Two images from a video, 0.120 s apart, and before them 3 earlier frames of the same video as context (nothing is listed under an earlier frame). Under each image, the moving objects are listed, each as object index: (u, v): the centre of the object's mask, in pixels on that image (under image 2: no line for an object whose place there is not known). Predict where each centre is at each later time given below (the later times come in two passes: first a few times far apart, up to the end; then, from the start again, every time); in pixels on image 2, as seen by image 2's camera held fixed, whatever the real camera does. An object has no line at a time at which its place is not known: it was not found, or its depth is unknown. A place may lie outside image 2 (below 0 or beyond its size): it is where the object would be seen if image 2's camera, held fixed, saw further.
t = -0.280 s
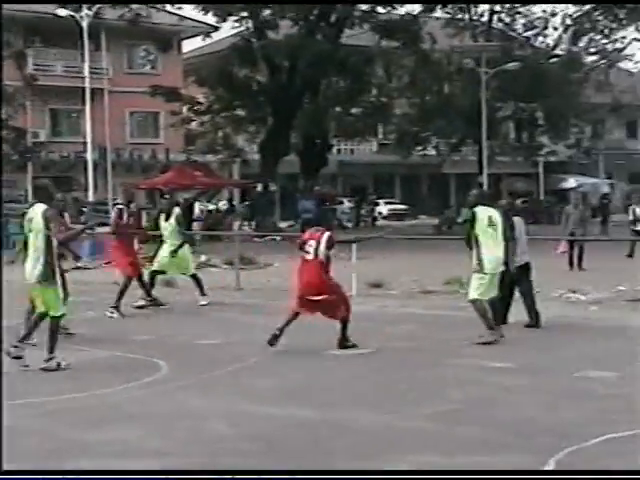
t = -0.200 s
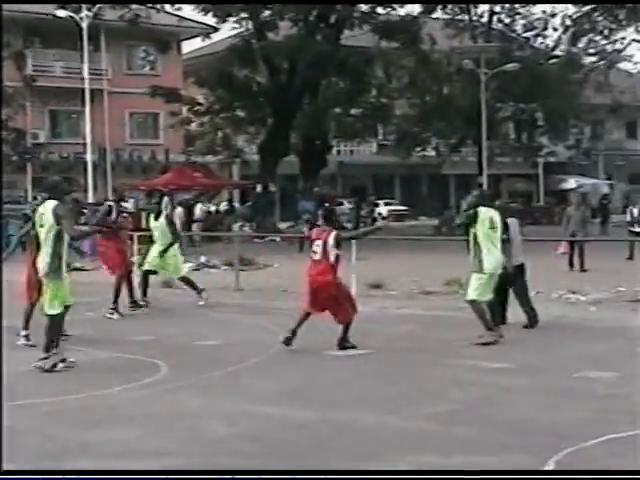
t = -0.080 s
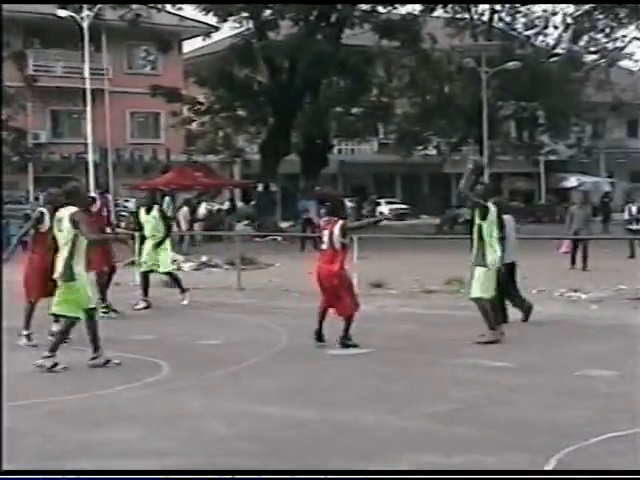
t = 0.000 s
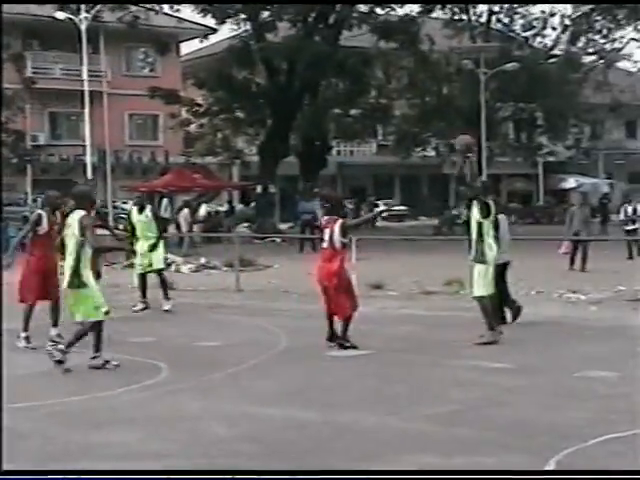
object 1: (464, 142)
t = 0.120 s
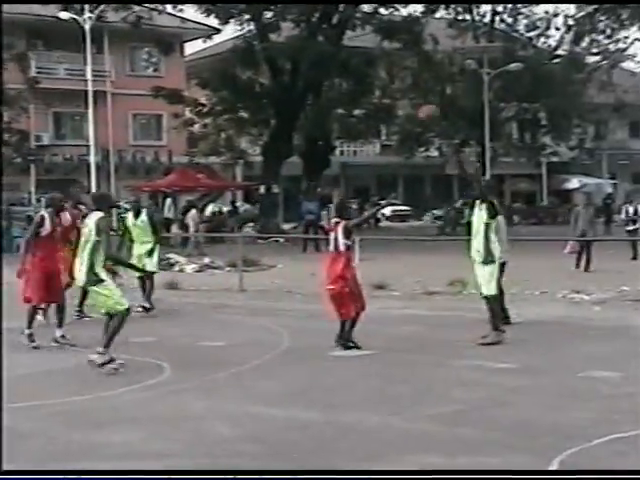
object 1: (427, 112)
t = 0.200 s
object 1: (395, 98)
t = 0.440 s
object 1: (294, 91)
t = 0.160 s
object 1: (409, 107)
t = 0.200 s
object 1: (395, 98)
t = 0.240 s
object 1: (380, 94)
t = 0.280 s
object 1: (362, 90)
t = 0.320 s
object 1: (346, 89)
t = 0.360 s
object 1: (331, 87)
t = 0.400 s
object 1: (311, 89)
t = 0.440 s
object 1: (294, 91)
